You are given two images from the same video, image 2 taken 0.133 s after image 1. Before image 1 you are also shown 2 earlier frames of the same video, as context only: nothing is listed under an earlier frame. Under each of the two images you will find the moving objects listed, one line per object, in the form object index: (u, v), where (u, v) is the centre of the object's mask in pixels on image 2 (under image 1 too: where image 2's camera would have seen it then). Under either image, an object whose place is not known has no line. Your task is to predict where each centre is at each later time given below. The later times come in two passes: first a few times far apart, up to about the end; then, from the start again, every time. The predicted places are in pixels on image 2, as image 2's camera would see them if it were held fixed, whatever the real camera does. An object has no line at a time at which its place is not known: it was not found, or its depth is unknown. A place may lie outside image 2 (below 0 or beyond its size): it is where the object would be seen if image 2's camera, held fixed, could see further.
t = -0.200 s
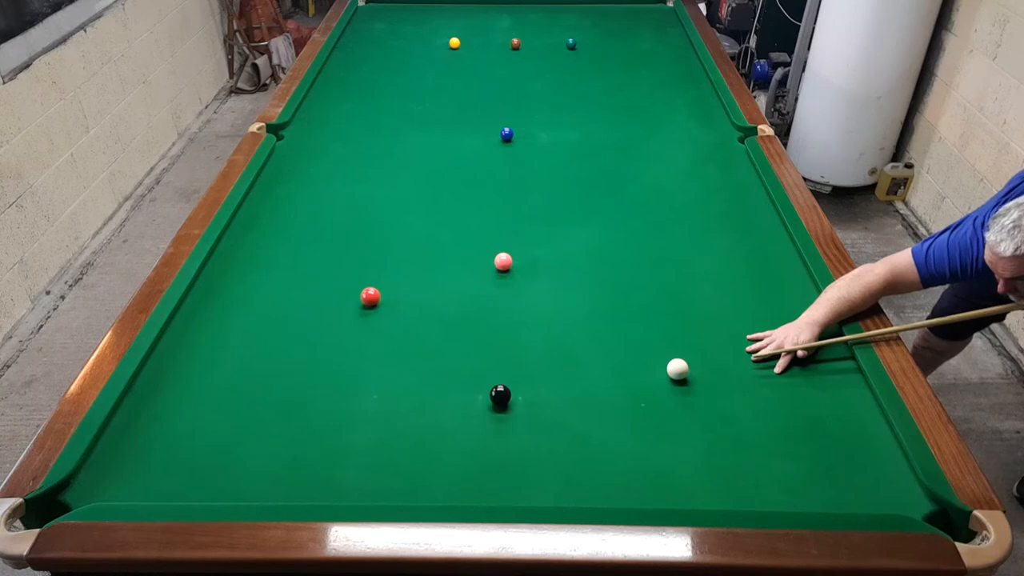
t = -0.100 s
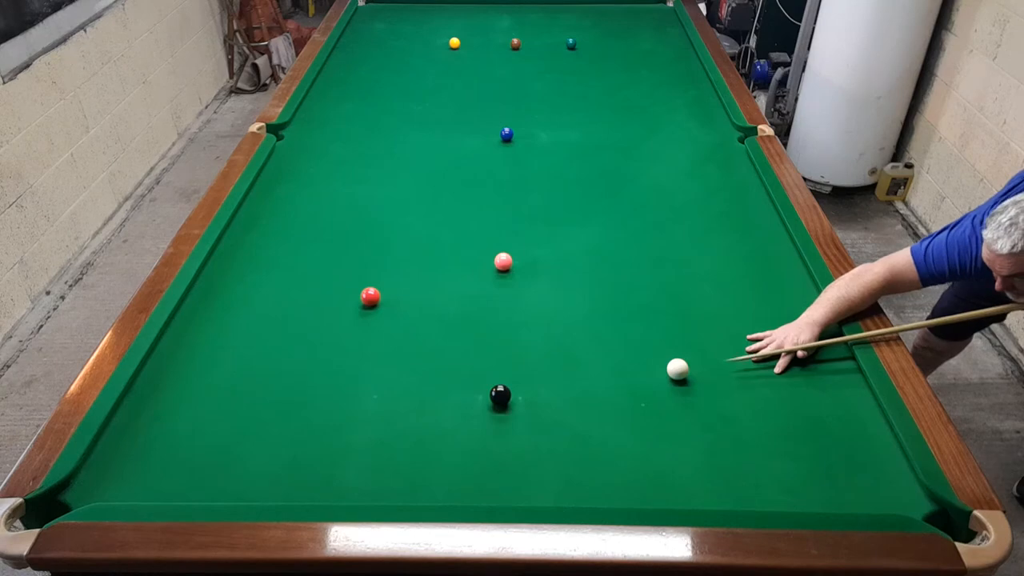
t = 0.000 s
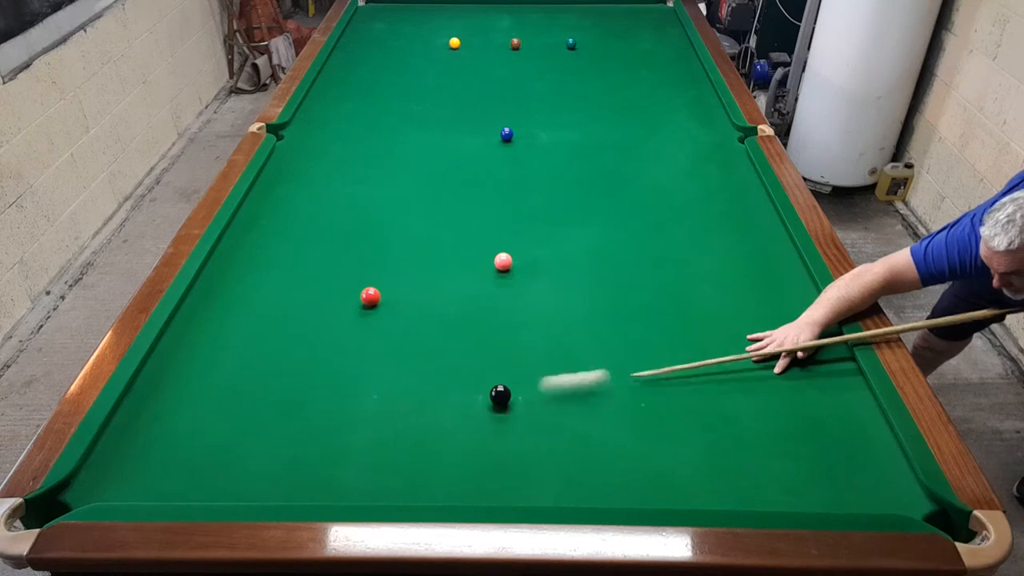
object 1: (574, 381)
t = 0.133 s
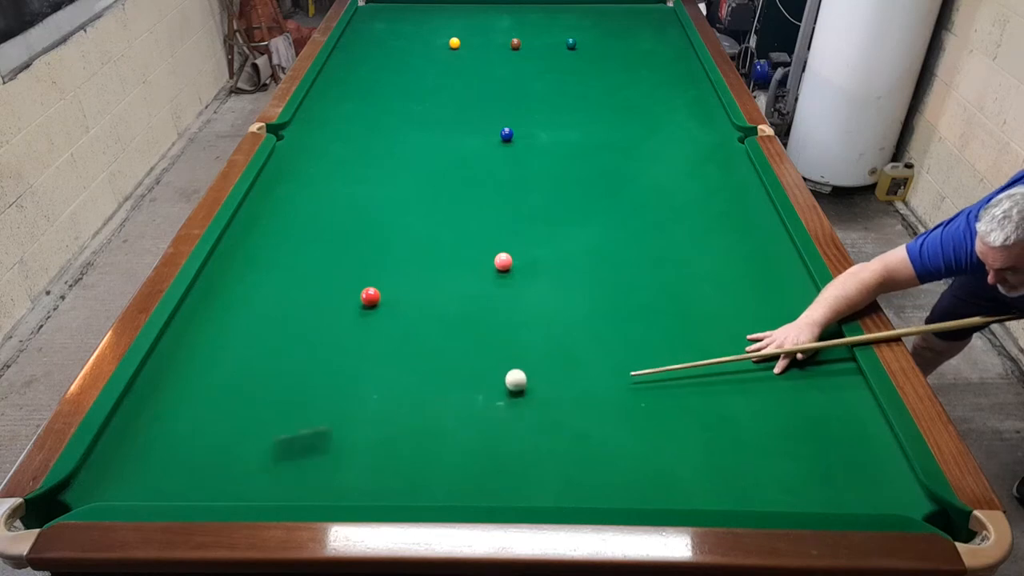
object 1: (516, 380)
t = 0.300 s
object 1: (512, 366)
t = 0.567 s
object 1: (507, 347)
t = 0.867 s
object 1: (502, 328)
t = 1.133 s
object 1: (498, 314)
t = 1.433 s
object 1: (493, 301)
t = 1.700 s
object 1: (490, 293)
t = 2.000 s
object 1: (485, 285)
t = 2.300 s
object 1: (482, 281)
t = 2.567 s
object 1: (480, 278)
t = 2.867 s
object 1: (479, 278)
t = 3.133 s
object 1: (480, 278)
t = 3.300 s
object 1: (479, 278)
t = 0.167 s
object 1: (515, 378)
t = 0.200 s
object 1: (514, 375)
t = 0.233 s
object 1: (514, 372)
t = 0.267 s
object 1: (513, 369)
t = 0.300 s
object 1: (512, 366)
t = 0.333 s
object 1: (511, 363)
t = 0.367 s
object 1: (511, 361)
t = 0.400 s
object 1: (510, 358)
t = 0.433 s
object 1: (510, 356)
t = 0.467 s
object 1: (509, 354)
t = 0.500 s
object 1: (508, 351)
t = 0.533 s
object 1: (508, 349)
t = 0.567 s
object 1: (507, 347)
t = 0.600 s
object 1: (506, 344)
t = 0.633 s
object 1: (506, 342)
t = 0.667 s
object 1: (505, 340)
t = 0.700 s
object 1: (505, 338)
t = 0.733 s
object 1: (504, 336)
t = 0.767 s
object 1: (504, 334)
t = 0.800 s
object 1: (503, 332)
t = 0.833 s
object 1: (502, 330)
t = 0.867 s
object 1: (502, 328)
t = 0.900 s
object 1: (501, 326)
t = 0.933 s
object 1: (501, 324)
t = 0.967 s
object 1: (500, 322)
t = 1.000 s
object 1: (500, 321)
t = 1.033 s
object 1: (499, 319)
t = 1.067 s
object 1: (499, 317)
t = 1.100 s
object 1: (498, 316)
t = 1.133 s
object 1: (498, 314)
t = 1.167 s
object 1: (497, 312)
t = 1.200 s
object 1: (496, 311)
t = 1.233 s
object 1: (496, 309)
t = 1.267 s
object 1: (496, 308)
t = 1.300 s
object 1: (495, 306)
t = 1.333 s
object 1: (495, 305)
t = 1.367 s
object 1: (494, 304)
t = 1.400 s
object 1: (494, 303)
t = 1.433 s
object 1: (493, 301)
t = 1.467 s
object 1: (493, 300)
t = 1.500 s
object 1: (492, 299)
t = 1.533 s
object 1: (492, 298)
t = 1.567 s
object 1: (491, 297)
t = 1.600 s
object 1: (491, 296)
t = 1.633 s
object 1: (491, 295)
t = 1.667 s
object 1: (490, 293)
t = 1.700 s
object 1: (490, 293)
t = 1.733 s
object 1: (489, 292)
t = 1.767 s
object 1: (489, 291)
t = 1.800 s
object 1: (488, 290)
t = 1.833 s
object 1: (488, 289)
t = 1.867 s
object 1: (487, 288)
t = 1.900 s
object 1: (487, 287)
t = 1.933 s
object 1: (486, 287)
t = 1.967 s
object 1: (486, 286)
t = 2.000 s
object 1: (485, 285)
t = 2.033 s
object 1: (485, 285)
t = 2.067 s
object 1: (484, 284)
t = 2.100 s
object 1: (484, 284)
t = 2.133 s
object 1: (484, 283)
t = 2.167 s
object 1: (483, 282)
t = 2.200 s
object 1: (483, 282)
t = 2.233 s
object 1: (482, 281)
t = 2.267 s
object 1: (482, 281)
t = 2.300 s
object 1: (482, 281)
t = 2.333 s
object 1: (481, 280)
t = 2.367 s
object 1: (481, 280)
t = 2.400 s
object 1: (481, 280)
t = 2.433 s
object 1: (480, 279)
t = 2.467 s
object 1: (480, 279)
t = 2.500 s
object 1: (480, 279)
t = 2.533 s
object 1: (480, 278)
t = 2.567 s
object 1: (480, 278)
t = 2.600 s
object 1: (479, 278)
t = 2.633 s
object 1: (479, 278)
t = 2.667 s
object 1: (479, 278)
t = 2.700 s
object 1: (479, 278)
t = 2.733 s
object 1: (479, 278)
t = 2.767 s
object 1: (479, 278)
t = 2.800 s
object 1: (479, 278)
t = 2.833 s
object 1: (479, 278)
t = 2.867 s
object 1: (479, 278)
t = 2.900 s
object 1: (479, 278)
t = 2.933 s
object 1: (479, 278)
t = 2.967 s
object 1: (479, 278)
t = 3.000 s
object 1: (479, 278)
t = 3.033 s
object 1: (479, 278)
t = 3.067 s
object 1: (479, 278)
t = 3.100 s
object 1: (479, 278)
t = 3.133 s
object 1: (480, 278)
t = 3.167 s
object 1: (480, 278)
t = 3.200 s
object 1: (479, 278)
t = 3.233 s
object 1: (480, 278)
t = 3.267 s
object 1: (479, 278)
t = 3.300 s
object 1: (479, 278)
